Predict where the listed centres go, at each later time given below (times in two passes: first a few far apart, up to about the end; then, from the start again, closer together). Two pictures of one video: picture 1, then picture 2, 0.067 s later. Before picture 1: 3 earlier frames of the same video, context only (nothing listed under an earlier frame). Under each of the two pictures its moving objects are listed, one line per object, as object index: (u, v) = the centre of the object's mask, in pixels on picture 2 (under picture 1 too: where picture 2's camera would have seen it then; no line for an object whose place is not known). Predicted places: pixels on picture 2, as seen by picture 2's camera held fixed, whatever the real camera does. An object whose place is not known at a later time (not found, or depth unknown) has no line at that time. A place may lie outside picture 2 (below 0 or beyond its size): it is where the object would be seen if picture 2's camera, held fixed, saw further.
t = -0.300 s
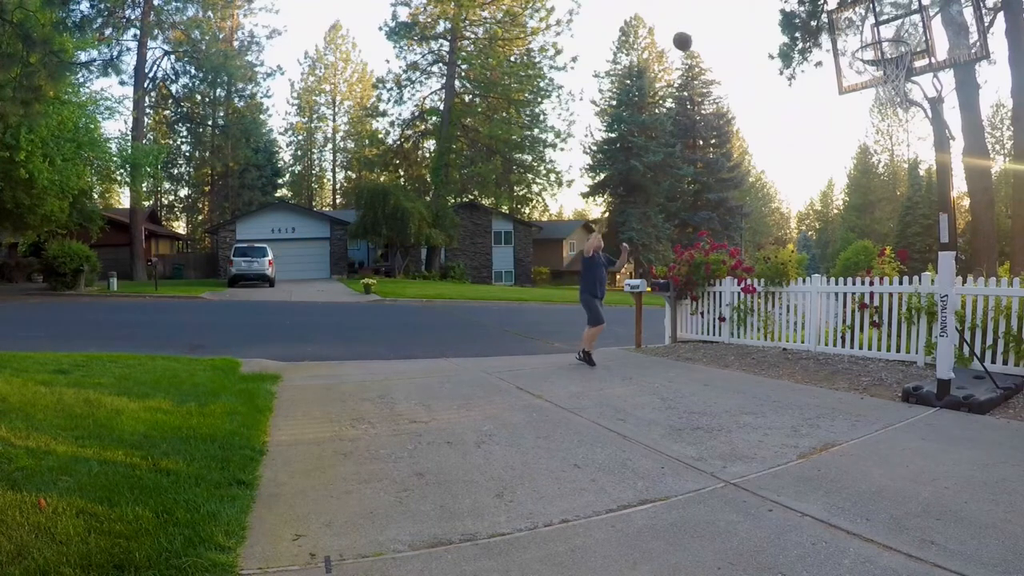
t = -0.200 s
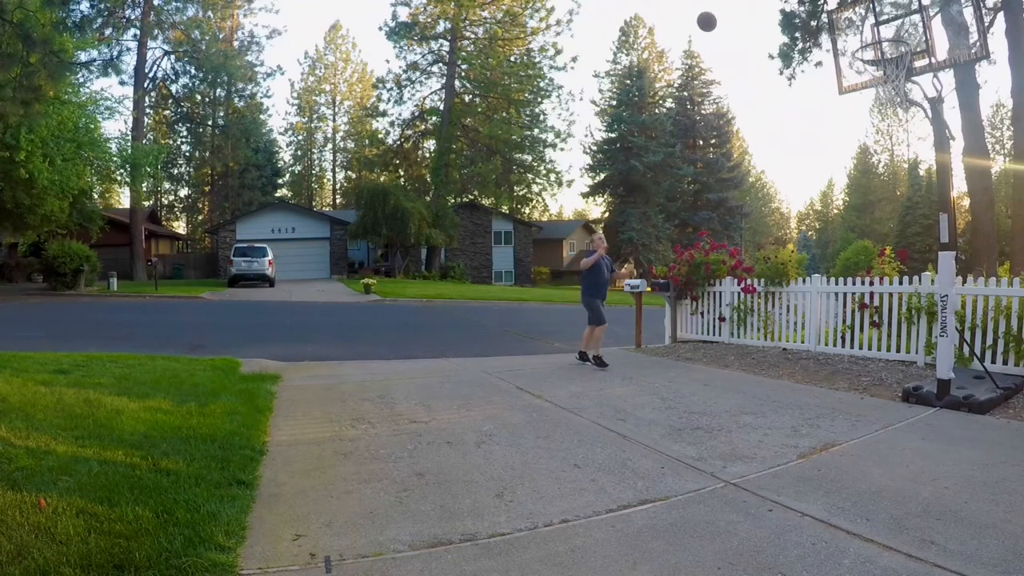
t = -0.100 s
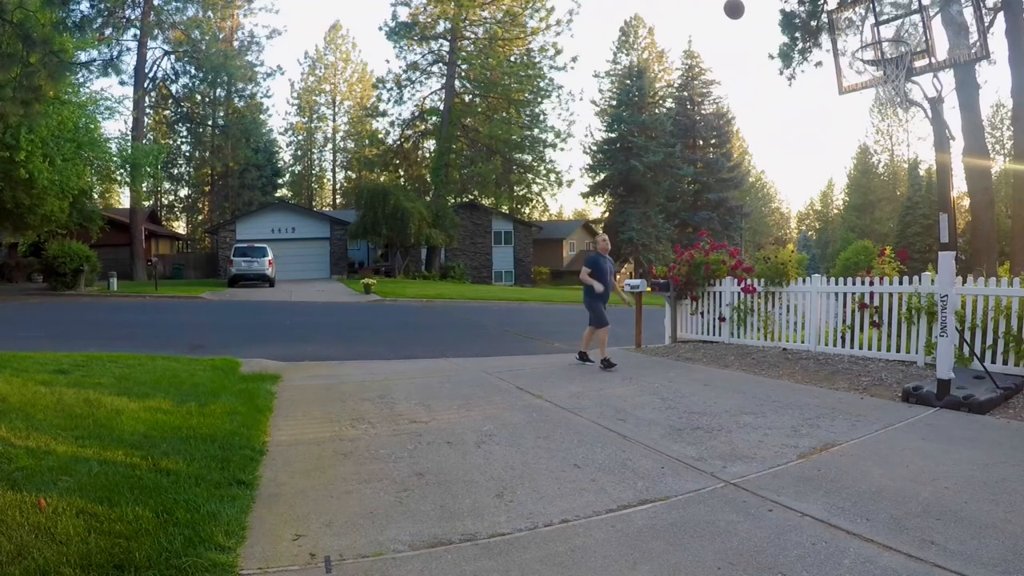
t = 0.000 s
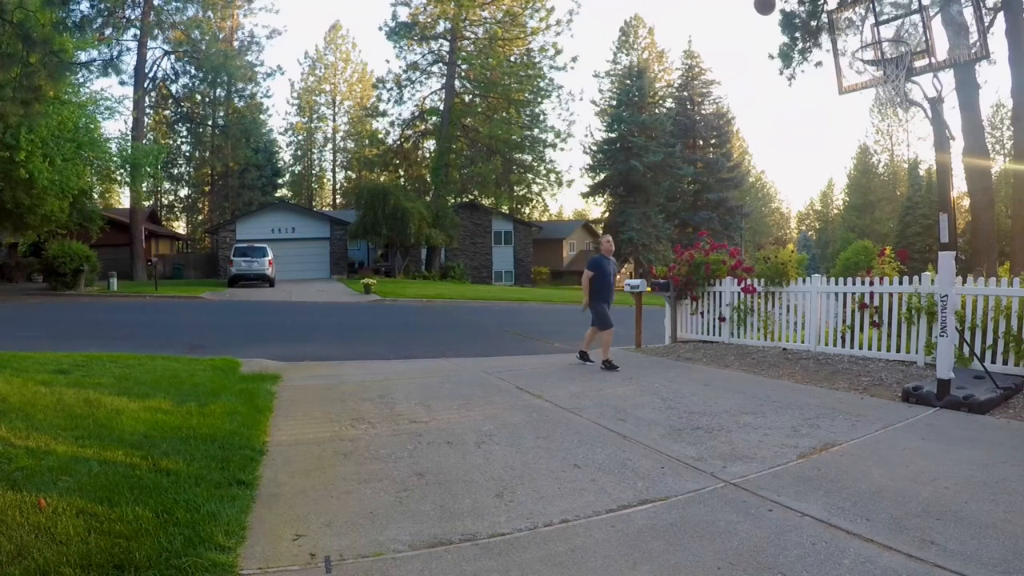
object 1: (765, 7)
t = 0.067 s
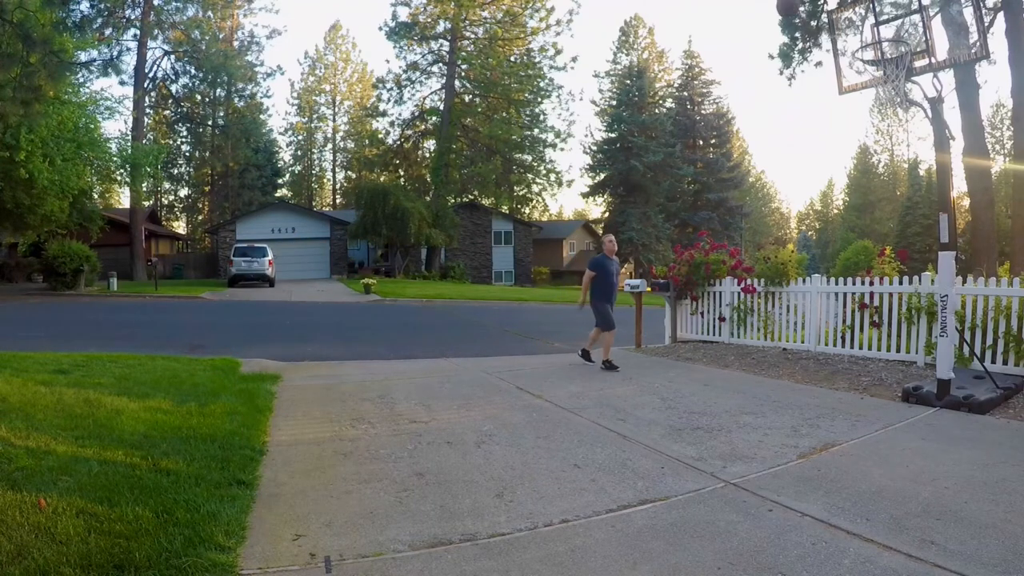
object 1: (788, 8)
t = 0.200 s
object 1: (840, 25)
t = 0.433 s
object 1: (913, 77)
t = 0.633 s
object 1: (937, 126)
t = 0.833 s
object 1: (963, 232)
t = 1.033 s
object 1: (975, 398)
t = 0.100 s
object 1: (801, 10)
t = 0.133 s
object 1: (813, 12)
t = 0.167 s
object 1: (825, 18)
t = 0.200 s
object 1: (840, 25)
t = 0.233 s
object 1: (854, 33)
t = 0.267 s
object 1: (870, 44)
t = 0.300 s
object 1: (885, 54)
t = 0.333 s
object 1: (898, 67)
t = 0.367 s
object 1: (902, 71)
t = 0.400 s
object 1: (910, 74)
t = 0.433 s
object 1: (913, 77)
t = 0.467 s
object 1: (916, 82)
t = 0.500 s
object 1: (921, 88)
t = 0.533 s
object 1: (926, 96)
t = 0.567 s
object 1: (929, 104)
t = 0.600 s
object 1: (934, 114)
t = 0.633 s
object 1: (937, 126)
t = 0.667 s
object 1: (941, 139)
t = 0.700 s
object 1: (946, 155)
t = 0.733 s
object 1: (954, 172)
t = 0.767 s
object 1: (954, 192)
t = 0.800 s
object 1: (959, 212)
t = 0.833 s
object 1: (963, 232)
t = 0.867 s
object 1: (966, 255)
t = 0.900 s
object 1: (969, 281)
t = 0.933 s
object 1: (971, 310)
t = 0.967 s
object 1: (973, 338)
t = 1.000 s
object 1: (974, 367)
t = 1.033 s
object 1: (975, 398)
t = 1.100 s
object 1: (973, 404)
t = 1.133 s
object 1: (970, 381)
